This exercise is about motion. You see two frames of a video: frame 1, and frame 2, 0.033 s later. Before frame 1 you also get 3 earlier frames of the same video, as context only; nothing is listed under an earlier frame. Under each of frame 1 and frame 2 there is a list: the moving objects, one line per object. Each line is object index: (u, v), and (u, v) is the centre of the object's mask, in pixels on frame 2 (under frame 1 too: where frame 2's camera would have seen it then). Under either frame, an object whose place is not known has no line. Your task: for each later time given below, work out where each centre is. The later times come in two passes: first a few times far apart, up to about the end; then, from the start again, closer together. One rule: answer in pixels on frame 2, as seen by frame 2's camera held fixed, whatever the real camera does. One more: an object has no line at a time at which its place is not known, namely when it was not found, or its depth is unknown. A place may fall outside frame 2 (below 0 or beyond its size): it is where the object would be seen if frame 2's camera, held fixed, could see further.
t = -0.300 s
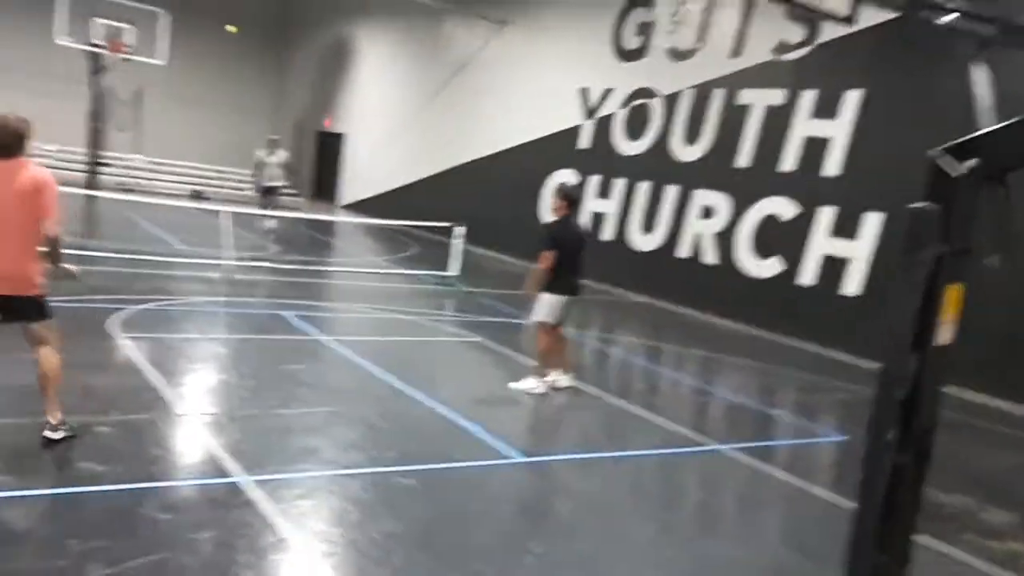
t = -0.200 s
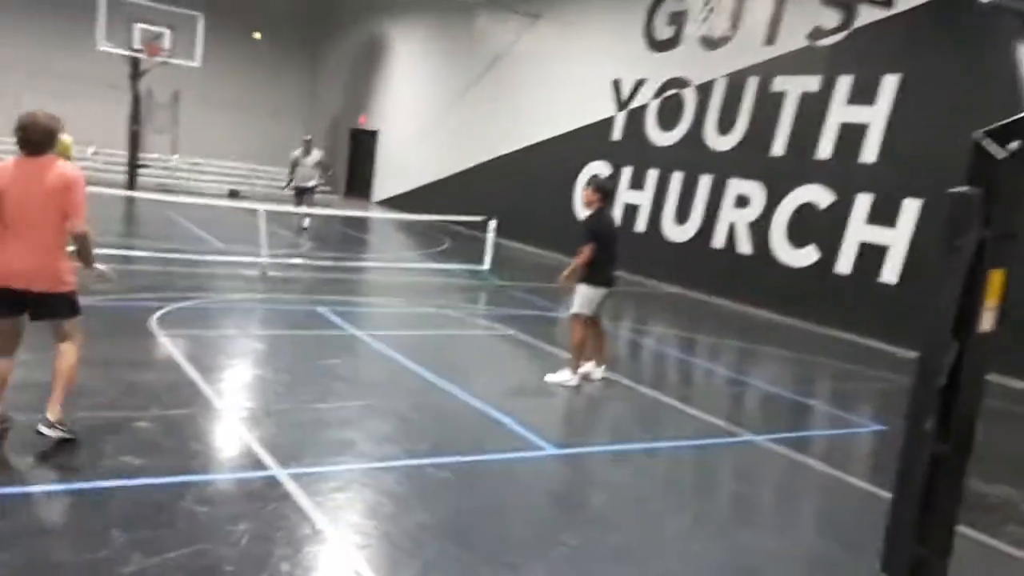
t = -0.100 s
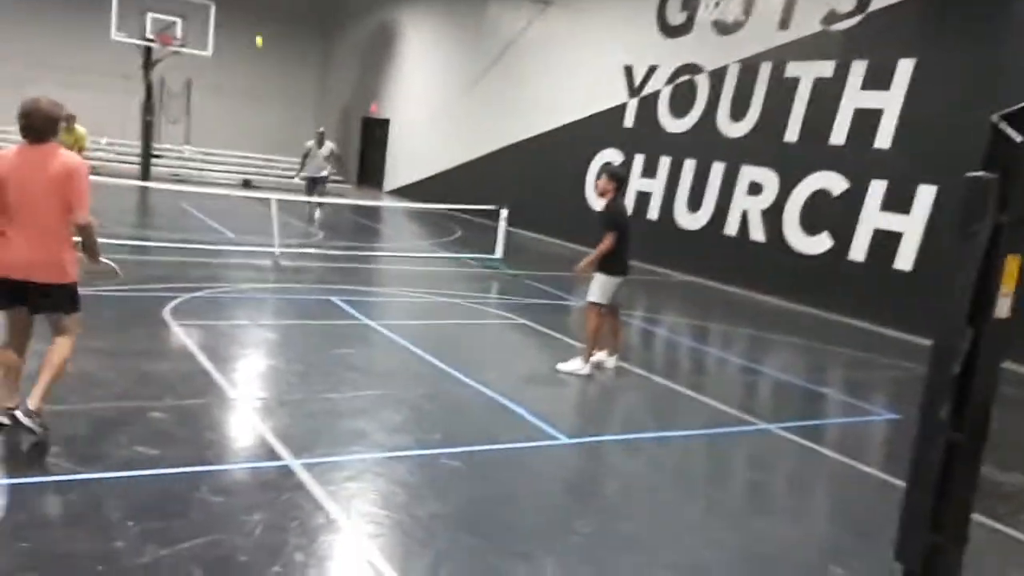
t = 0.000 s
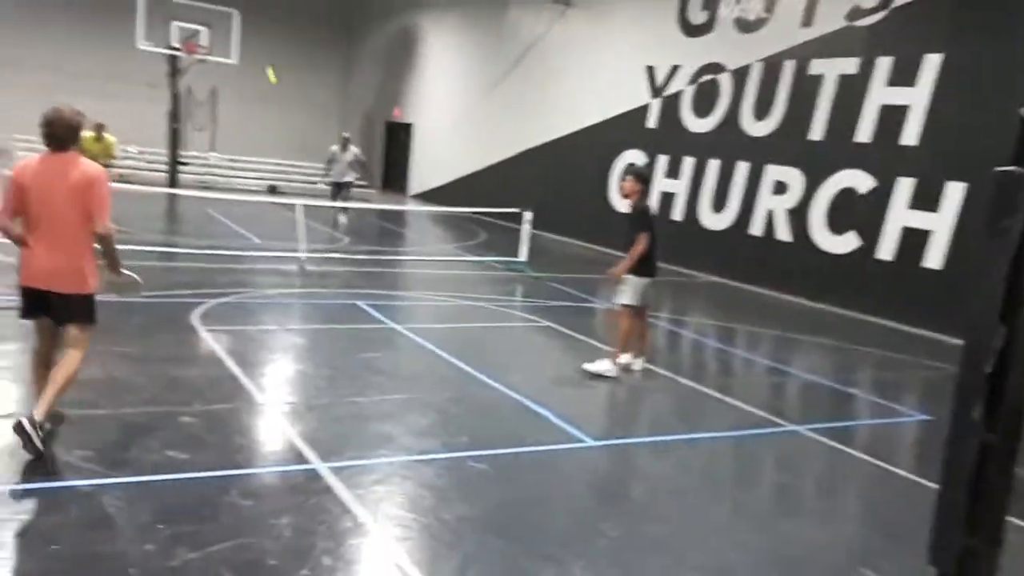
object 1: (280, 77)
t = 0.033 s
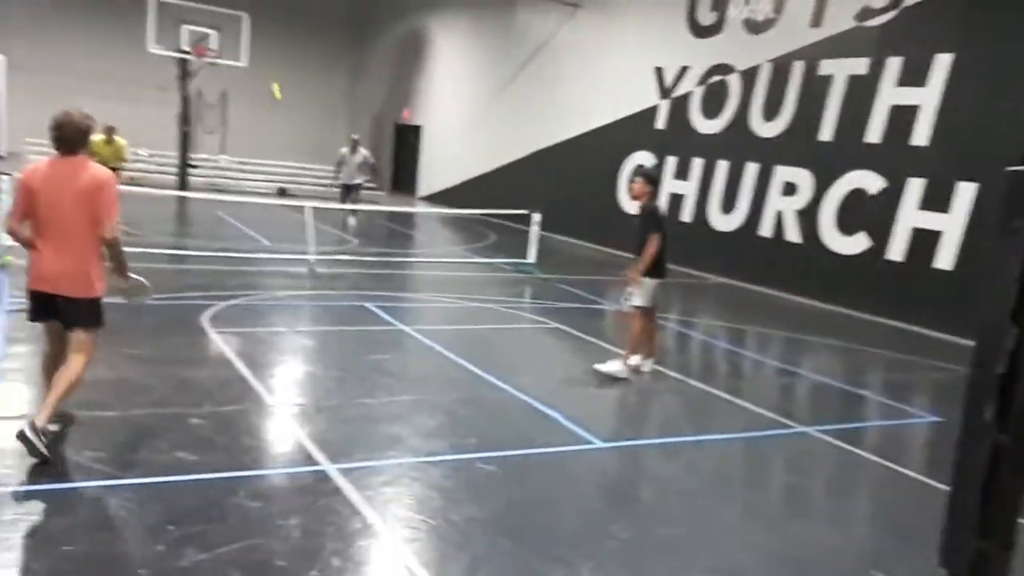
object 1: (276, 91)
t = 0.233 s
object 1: (248, 198)
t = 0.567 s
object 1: (205, 274)
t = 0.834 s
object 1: (172, 217)
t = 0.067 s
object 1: (272, 104)
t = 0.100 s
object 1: (268, 119)
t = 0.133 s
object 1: (263, 136)
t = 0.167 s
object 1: (258, 153)
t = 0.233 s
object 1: (248, 198)
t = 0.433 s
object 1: (218, 330)
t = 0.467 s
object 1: (216, 317)
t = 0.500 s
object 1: (212, 301)
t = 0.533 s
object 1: (209, 286)
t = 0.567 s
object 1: (205, 274)
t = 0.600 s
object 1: (201, 262)
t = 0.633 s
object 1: (198, 251)
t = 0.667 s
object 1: (194, 242)
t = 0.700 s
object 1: (190, 234)
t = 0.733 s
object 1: (186, 228)
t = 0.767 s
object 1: (182, 222)
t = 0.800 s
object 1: (177, 219)
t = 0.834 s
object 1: (172, 217)
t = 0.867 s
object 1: (168, 217)
